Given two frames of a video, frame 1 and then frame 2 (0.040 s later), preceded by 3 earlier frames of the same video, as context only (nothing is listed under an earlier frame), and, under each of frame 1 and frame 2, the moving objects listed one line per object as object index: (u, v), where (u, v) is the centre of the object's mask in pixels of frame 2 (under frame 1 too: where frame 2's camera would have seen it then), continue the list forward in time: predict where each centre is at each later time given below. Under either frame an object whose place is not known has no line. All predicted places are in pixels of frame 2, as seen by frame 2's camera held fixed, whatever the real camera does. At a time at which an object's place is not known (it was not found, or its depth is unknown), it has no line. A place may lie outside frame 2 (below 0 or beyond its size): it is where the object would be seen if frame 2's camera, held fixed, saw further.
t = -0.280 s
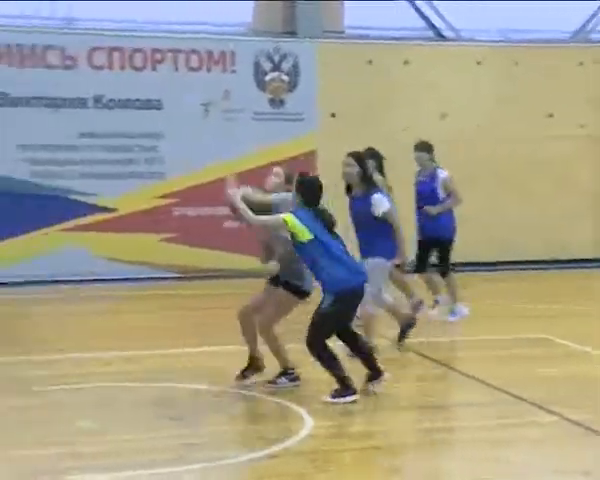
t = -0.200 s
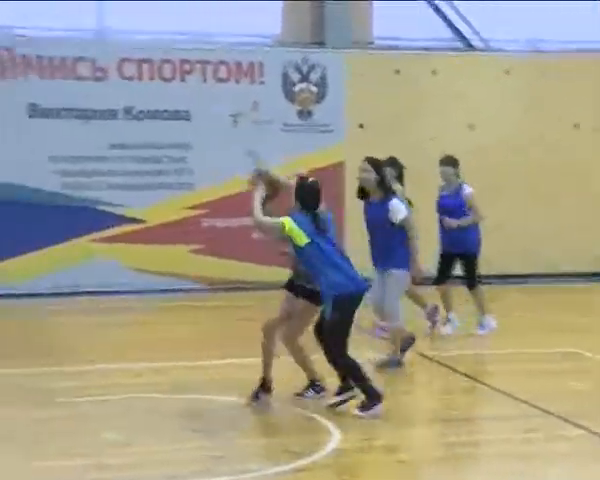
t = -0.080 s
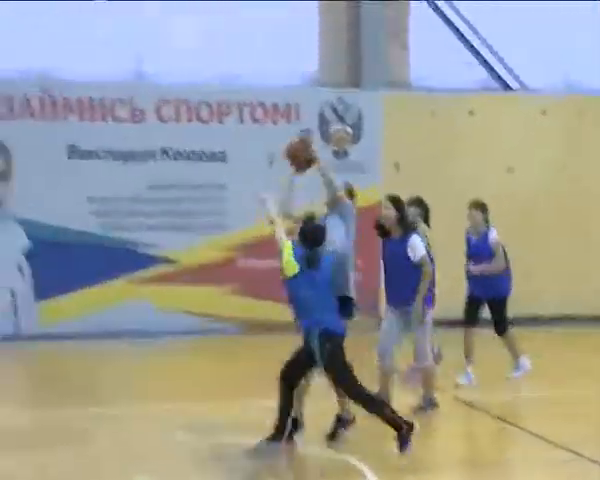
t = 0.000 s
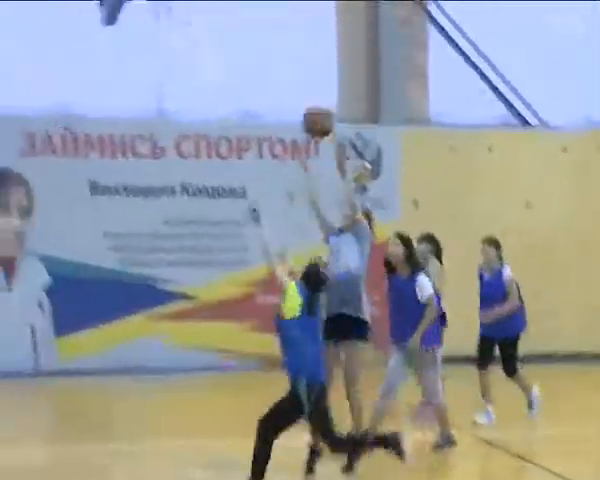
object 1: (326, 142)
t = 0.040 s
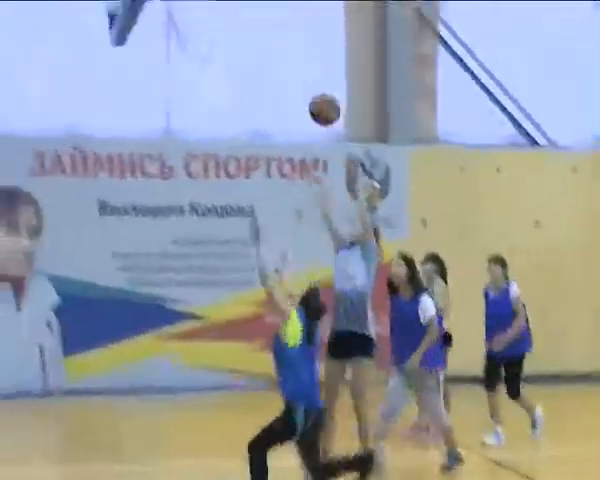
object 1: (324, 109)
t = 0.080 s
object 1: (323, 79)
